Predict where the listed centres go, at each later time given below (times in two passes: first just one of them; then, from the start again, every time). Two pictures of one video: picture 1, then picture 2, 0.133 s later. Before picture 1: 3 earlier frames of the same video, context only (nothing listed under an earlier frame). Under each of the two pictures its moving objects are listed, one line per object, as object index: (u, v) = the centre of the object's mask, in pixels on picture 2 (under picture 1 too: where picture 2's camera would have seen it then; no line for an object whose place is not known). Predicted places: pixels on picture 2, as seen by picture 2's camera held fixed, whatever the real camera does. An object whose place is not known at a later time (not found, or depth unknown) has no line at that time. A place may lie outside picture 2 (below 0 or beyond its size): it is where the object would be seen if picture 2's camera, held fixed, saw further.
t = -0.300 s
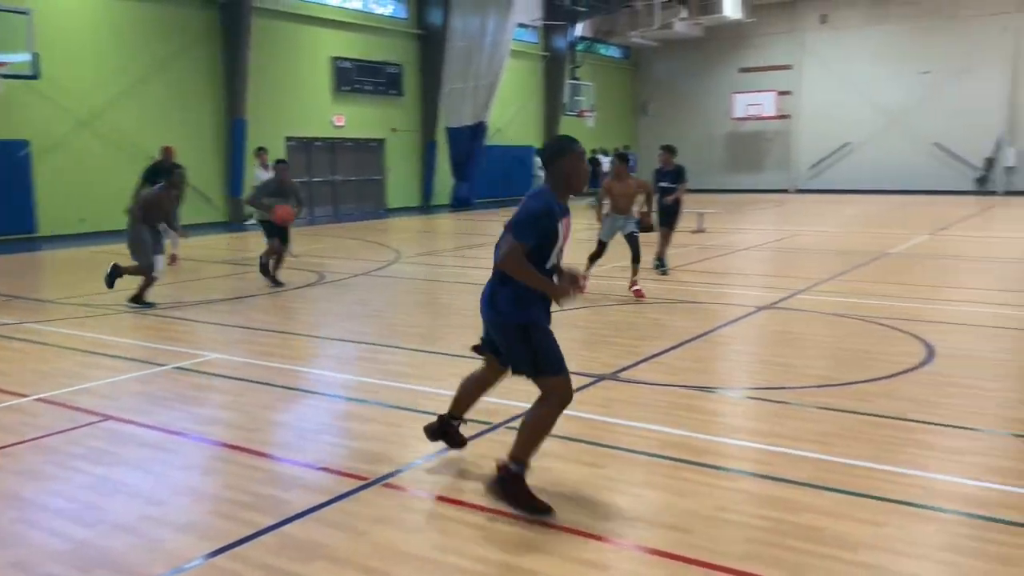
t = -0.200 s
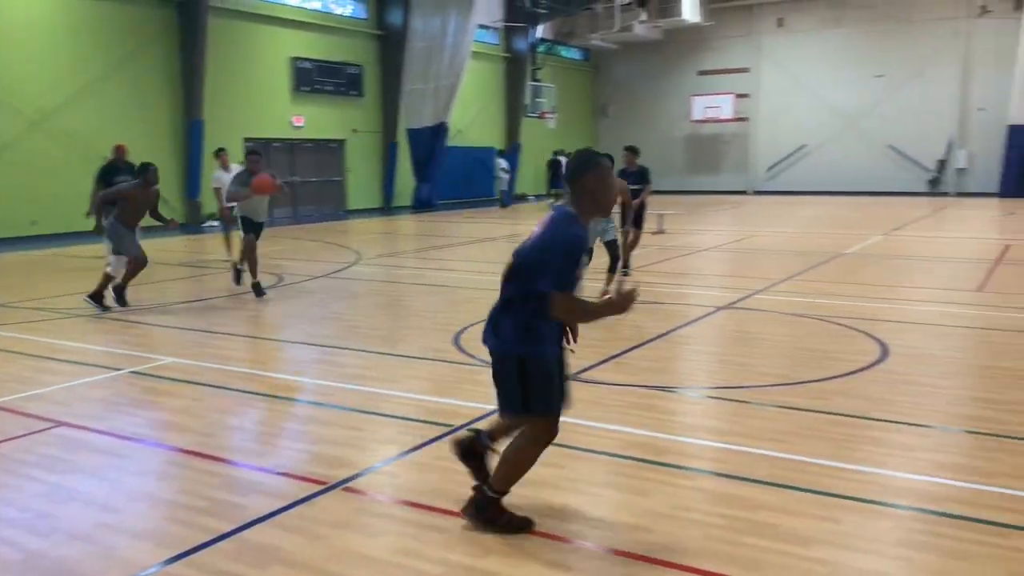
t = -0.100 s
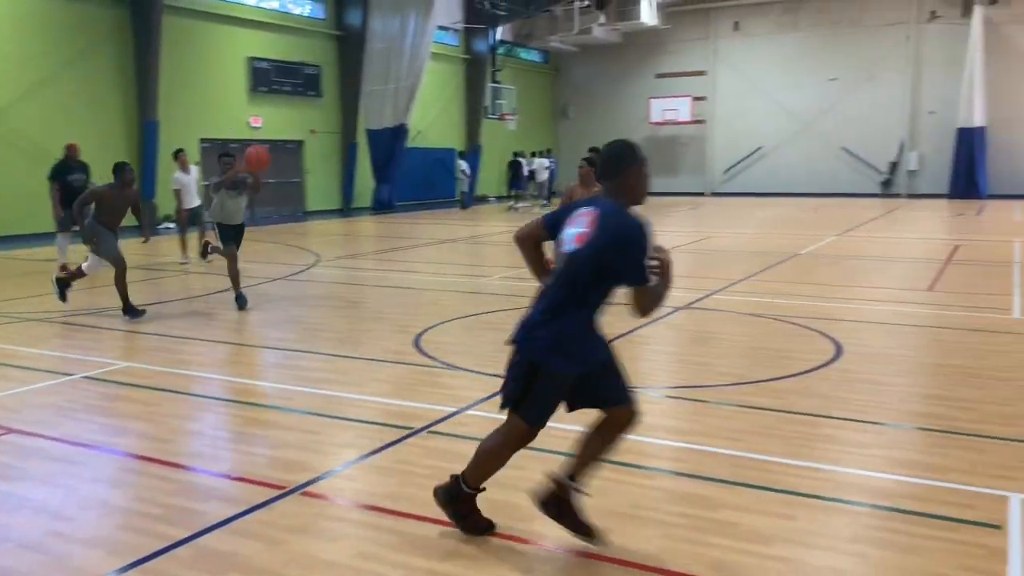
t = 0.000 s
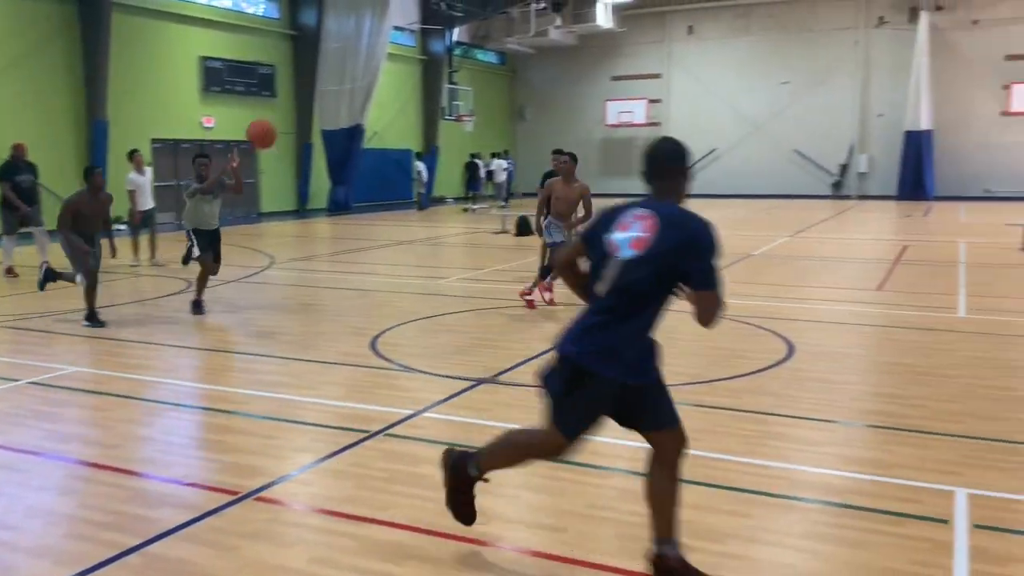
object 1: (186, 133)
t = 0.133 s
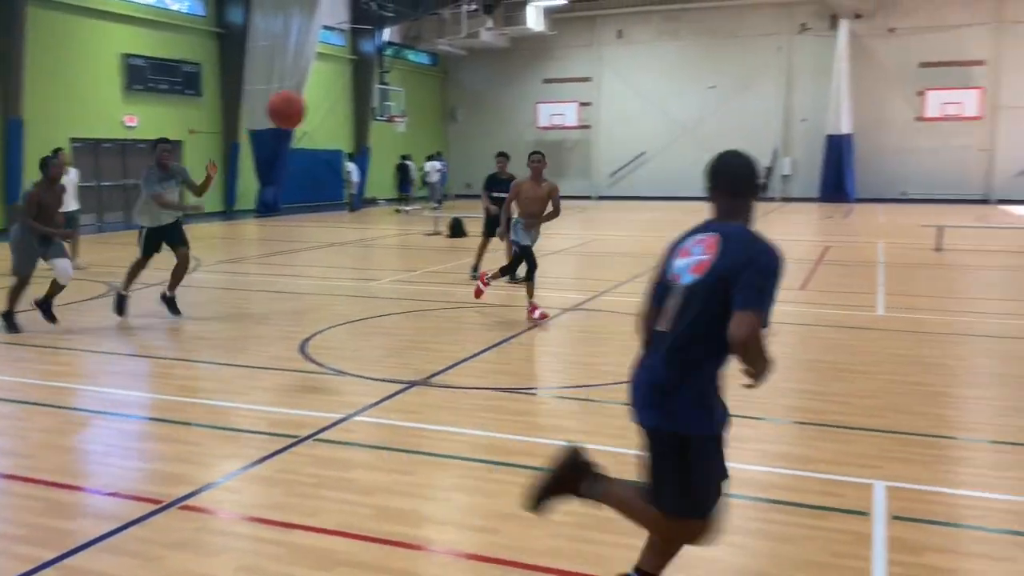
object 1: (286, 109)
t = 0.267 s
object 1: (444, 103)
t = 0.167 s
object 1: (319, 106)
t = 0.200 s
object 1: (355, 104)
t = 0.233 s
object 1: (396, 102)
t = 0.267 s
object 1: (444, 103)
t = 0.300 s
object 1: (499, 105)
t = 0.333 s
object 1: (564, 110)
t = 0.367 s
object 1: (640, 119)
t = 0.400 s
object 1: (731, 131)
